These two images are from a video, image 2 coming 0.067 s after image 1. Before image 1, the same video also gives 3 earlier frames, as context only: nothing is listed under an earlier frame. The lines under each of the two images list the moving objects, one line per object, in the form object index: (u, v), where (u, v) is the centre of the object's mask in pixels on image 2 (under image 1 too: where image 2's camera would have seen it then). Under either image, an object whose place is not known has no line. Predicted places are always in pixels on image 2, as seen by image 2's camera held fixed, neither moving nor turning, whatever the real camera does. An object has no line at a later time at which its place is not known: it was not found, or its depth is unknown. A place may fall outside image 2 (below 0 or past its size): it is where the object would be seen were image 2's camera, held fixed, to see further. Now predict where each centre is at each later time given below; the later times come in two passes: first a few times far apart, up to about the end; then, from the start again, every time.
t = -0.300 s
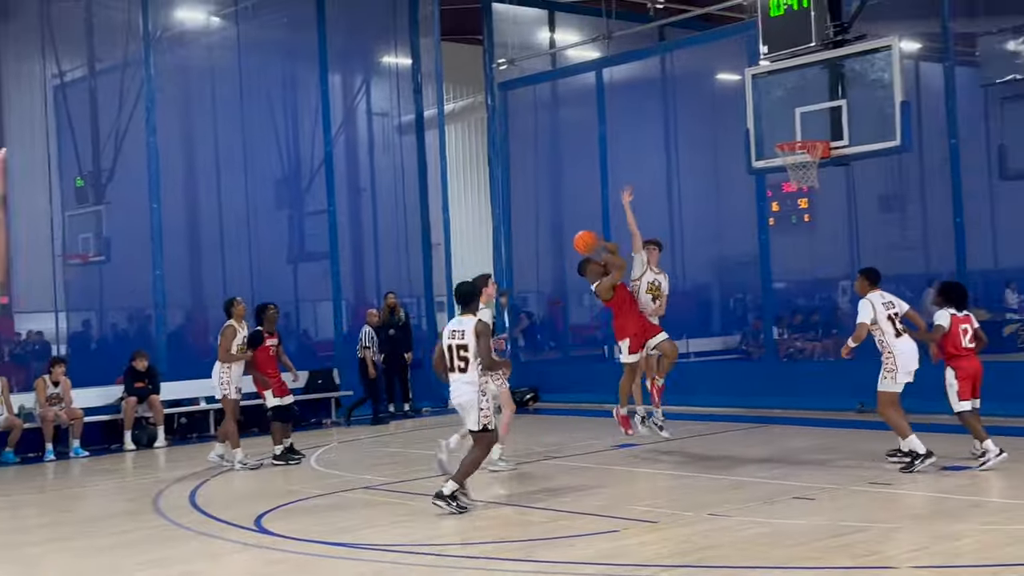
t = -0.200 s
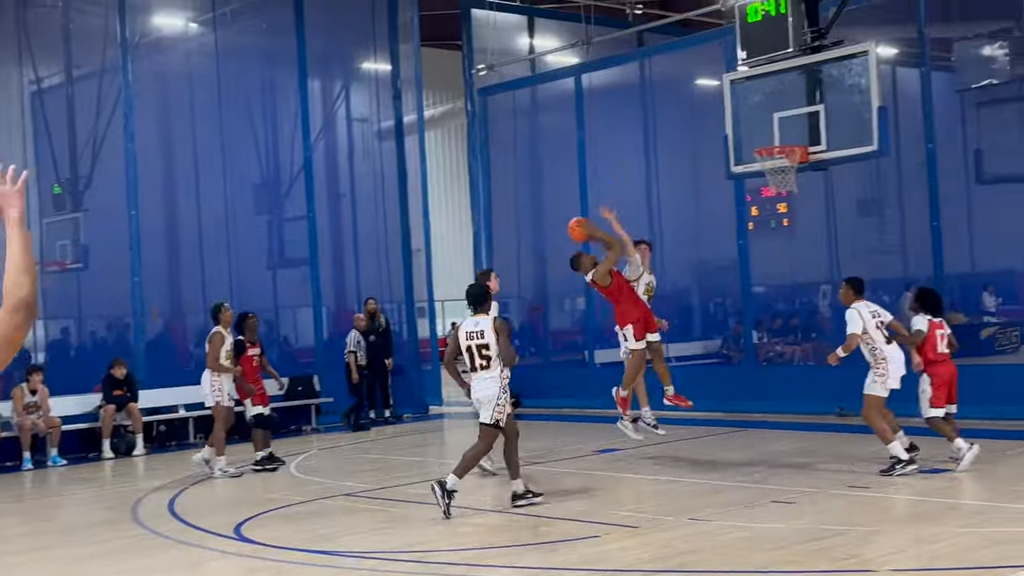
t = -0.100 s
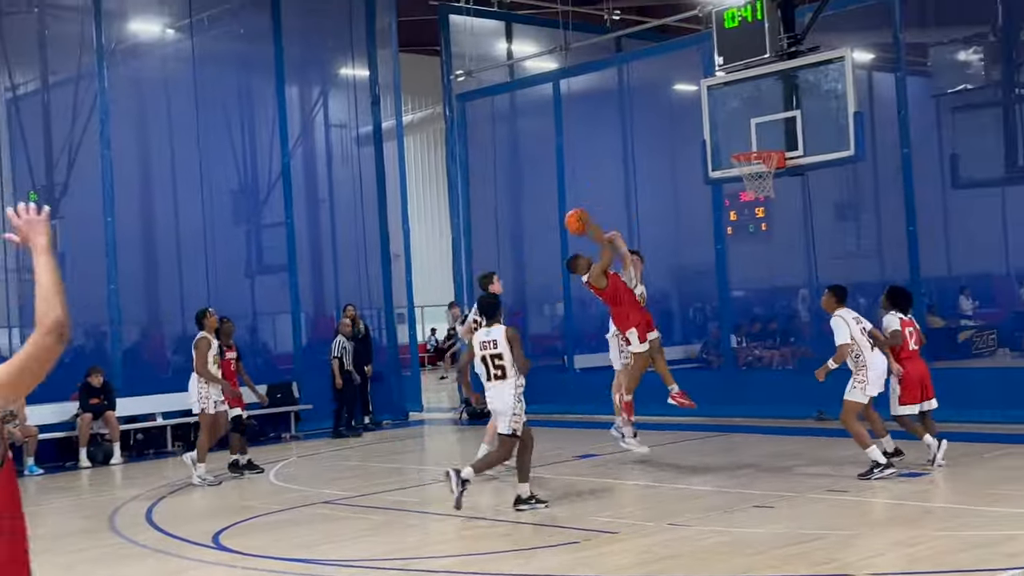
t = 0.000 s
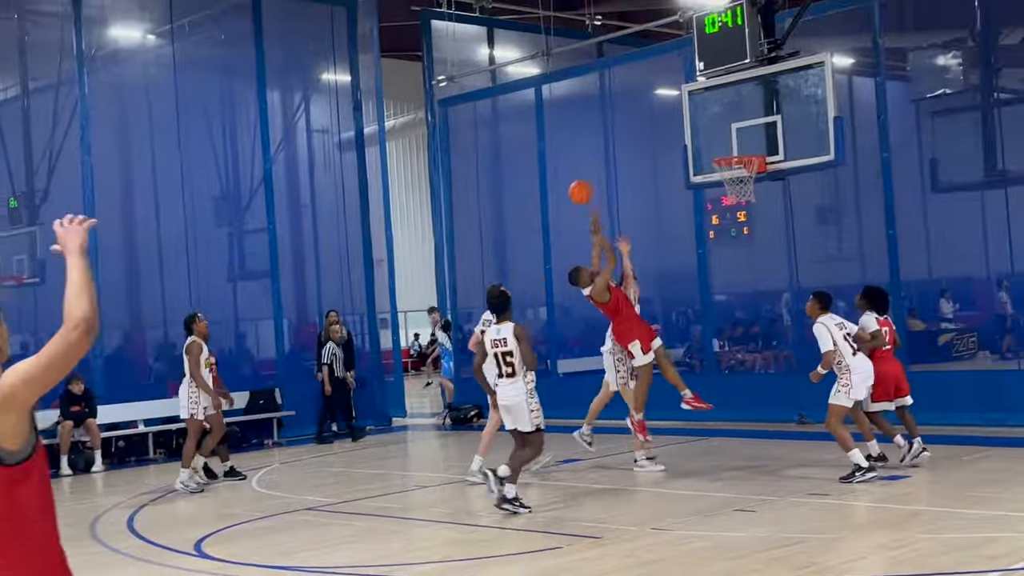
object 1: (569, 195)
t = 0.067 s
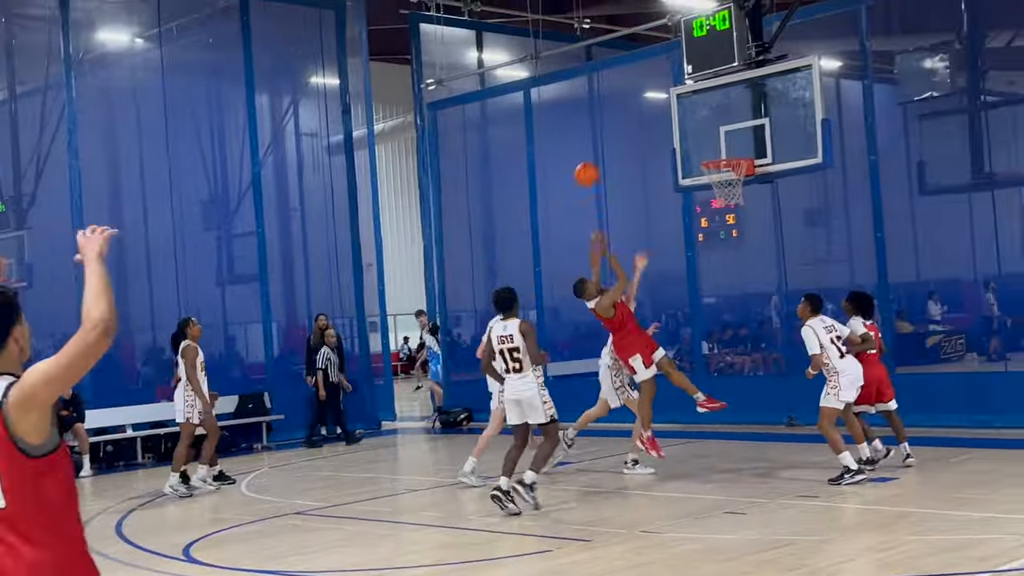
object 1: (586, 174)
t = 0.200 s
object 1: (621, 145)
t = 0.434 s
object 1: (683, 135)
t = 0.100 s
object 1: (595, 165)
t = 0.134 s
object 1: (604, 157)
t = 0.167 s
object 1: (613, 150)
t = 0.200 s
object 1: (621, 145)
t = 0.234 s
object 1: (629, 139)
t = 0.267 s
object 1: (638, 136)
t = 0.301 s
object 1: (647, 134)
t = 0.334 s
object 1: (656, 132)
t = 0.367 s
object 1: (665, 132)
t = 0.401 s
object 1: (673, 133)
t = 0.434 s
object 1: (683, 135)
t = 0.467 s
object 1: (691, 138)
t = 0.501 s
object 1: (700, 141)
